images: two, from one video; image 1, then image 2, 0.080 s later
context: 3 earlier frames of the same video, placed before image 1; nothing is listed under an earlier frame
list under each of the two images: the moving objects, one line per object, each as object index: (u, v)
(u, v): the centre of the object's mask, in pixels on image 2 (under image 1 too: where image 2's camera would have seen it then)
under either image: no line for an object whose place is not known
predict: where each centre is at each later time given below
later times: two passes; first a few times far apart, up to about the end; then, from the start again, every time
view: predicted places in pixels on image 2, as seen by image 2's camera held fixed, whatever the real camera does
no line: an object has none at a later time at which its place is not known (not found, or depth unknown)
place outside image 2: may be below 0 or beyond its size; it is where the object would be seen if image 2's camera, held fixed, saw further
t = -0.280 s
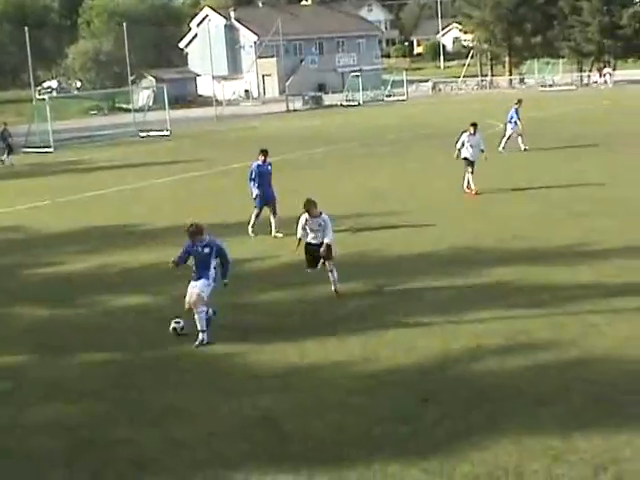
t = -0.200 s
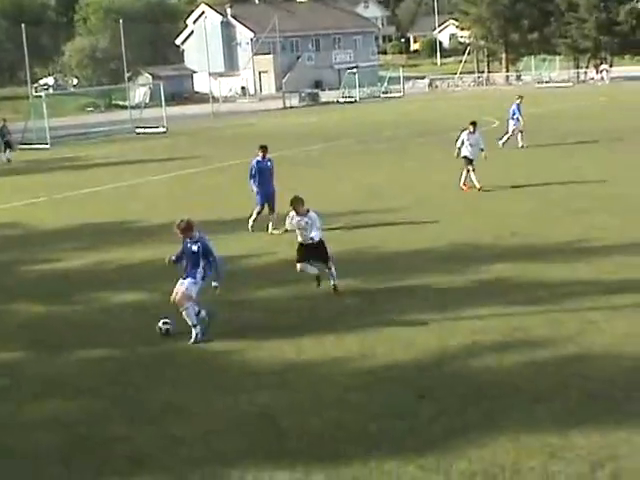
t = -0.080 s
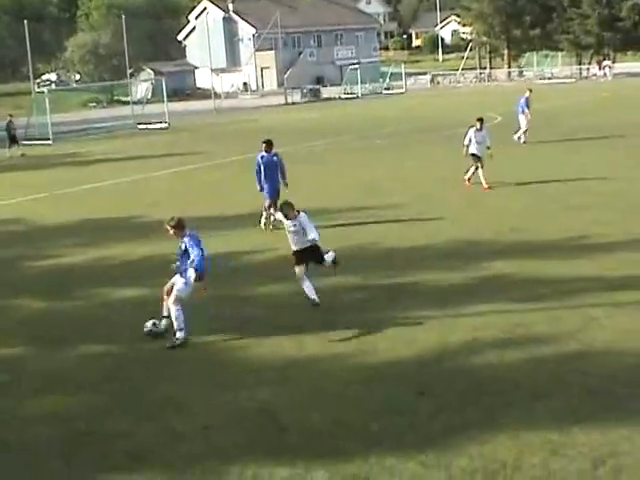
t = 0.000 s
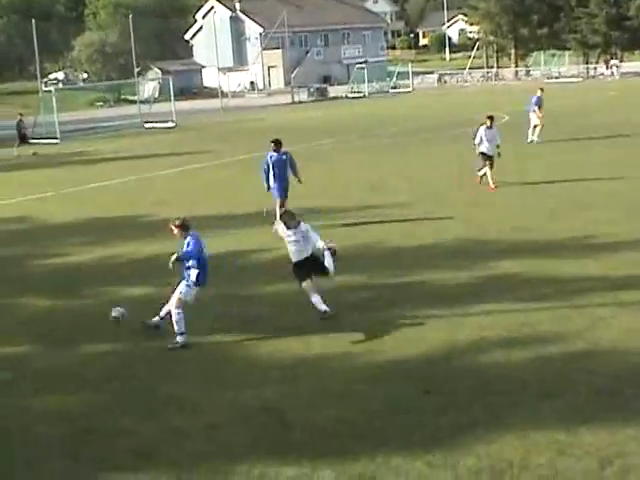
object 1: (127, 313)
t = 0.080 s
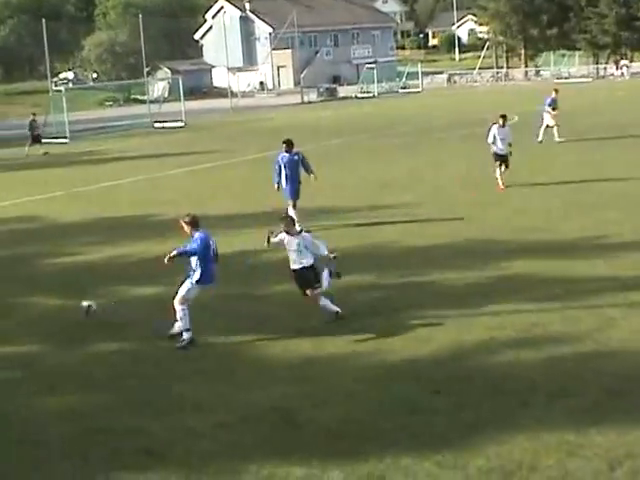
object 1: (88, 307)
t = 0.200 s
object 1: (35, 303)
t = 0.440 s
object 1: (-48, 293)
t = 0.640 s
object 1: (-100, 294)
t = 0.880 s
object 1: (-149, 292)
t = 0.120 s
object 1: (68, 304)
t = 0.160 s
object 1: (50, 302)
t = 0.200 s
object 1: (35, 303)
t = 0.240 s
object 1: (18, 305)
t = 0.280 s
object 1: (3, 307)
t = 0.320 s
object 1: (-11, 302)
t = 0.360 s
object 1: (-24, 298)
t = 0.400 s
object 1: (-37, 295)
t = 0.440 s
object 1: (-48, 293)
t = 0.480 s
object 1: (-60, 292)
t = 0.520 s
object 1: (-70, 293)
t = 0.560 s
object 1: (-82, 294)
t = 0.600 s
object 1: (-92, 296)
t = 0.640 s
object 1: (-100, 294)
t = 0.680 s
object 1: (-109, 290)
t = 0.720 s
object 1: (-118, 289)
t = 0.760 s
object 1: (-126, 288)
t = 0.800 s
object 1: (-134, 288)
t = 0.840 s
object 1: (-141, 289)
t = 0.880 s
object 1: (-149, 292)
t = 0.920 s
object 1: (-155, 290)
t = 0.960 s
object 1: (-163, 288)
